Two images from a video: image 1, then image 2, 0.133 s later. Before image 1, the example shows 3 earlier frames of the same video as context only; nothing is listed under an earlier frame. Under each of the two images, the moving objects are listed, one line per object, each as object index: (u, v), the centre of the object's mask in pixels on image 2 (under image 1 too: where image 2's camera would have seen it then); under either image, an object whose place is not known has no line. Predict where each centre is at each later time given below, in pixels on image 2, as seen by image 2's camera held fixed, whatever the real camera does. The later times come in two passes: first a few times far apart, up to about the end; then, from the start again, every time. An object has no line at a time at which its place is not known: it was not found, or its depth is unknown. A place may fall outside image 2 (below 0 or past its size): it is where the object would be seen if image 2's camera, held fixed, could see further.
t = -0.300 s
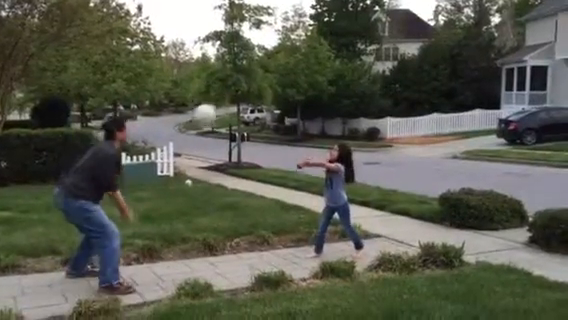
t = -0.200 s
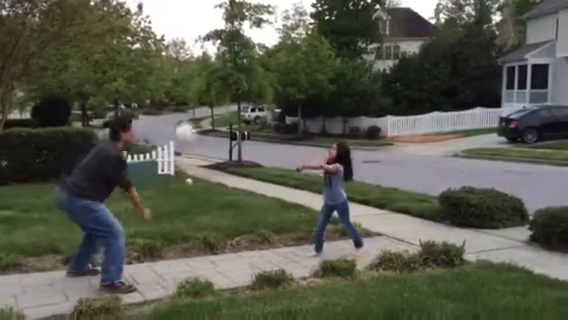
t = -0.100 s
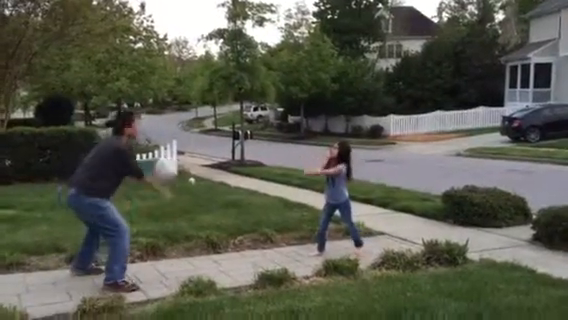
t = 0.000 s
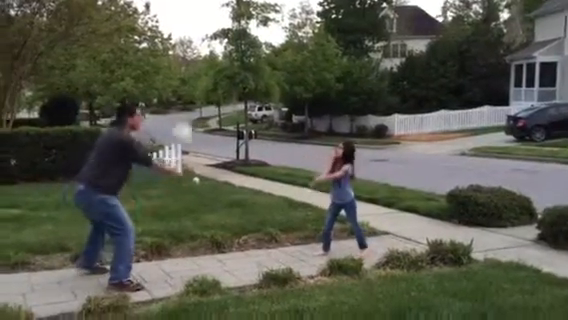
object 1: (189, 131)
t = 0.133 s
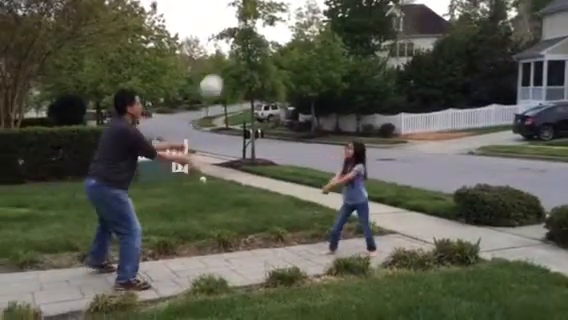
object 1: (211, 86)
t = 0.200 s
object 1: (223, 68)
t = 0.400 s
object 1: (256, 46)
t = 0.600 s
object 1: (288, 64)
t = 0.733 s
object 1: (308, 99)
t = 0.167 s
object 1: (217, 77)
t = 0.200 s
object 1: (223, 68)
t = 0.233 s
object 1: (229, 62)
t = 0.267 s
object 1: (234, 57)
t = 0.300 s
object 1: (240, 53)
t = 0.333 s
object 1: (245, 49)
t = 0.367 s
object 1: (249, 47)
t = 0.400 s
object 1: (256, 46)
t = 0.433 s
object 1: (260, 46)
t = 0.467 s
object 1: (266, 47)
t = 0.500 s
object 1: (272, 50)
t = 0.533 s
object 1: (277, 53)
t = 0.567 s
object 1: (282, 59)
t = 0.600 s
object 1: (288, 64)
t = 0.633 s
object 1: (293, 71)
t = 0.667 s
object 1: (298, 79)
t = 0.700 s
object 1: (303, 89)
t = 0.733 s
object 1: (308, 99)
